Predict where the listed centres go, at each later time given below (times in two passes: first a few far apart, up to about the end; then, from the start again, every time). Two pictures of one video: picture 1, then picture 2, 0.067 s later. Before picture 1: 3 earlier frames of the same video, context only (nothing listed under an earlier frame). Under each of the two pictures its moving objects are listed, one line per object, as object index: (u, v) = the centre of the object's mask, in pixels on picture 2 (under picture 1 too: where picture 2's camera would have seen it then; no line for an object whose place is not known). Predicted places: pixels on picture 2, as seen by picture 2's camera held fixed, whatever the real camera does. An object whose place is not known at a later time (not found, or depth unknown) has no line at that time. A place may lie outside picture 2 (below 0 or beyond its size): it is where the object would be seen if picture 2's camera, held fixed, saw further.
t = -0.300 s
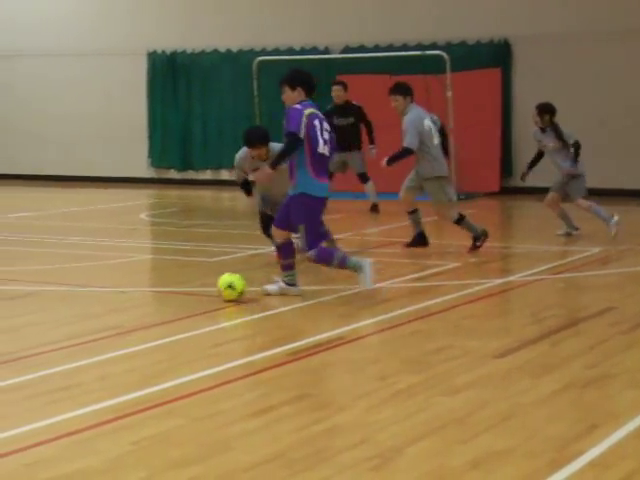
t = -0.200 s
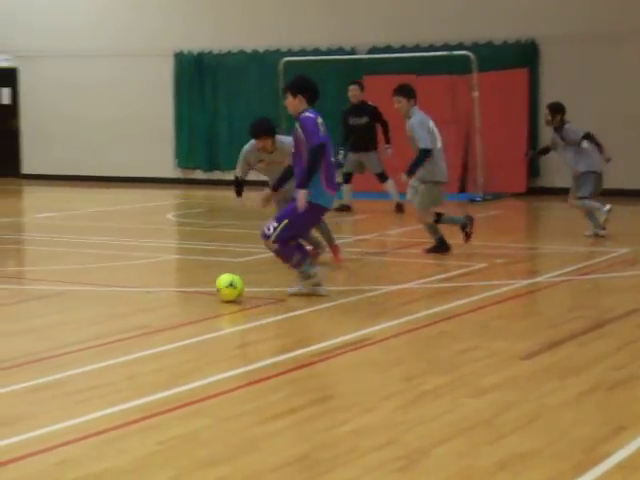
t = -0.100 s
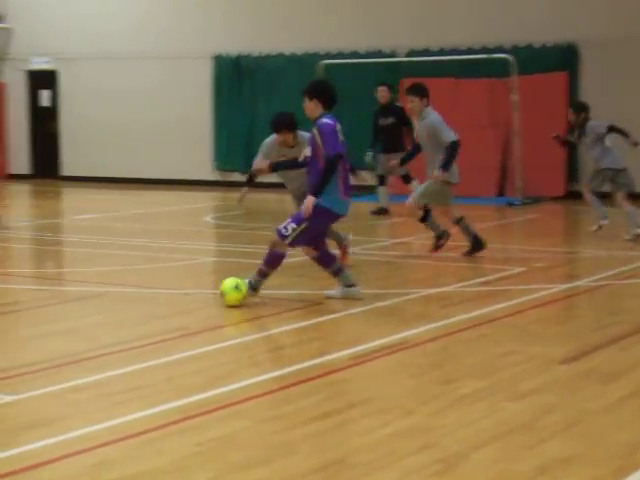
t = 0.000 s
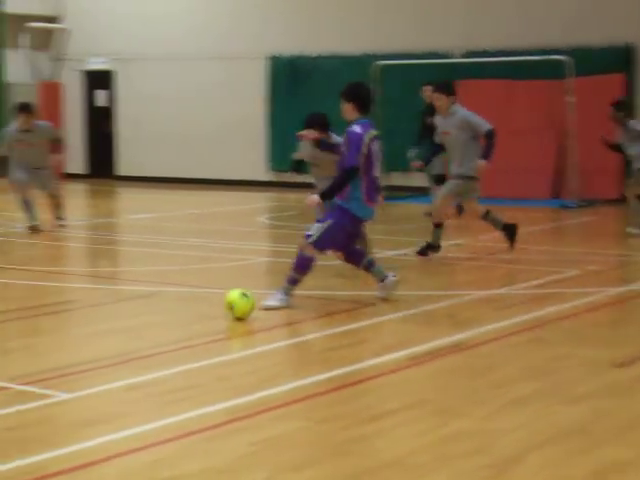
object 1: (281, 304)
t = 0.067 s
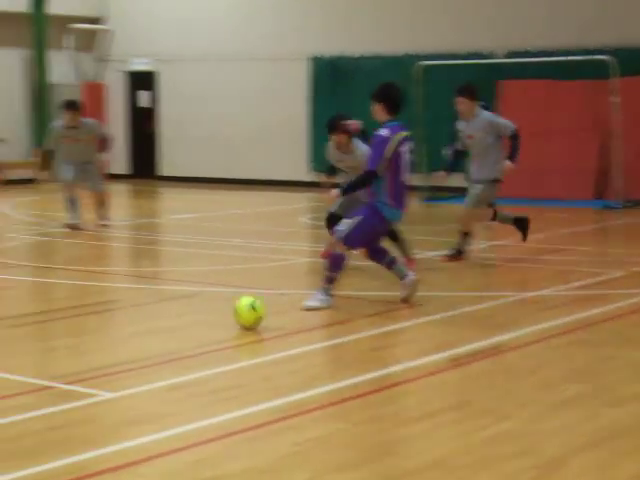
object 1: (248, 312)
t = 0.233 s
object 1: (166, 333)
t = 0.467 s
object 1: (31, 364)
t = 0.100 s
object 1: (234, 316)
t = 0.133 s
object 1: (216, 320)
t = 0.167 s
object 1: (200, 325)
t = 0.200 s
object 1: (184, 328)
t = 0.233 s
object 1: (166, 333)
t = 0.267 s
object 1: (147, 337)
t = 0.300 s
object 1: (130, 341)
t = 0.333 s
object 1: (110, 346)
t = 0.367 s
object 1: (91, 351)
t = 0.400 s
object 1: (71, 355)
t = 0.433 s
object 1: (51, 360)
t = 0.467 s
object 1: (31, 364)
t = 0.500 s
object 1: (11, 369)
